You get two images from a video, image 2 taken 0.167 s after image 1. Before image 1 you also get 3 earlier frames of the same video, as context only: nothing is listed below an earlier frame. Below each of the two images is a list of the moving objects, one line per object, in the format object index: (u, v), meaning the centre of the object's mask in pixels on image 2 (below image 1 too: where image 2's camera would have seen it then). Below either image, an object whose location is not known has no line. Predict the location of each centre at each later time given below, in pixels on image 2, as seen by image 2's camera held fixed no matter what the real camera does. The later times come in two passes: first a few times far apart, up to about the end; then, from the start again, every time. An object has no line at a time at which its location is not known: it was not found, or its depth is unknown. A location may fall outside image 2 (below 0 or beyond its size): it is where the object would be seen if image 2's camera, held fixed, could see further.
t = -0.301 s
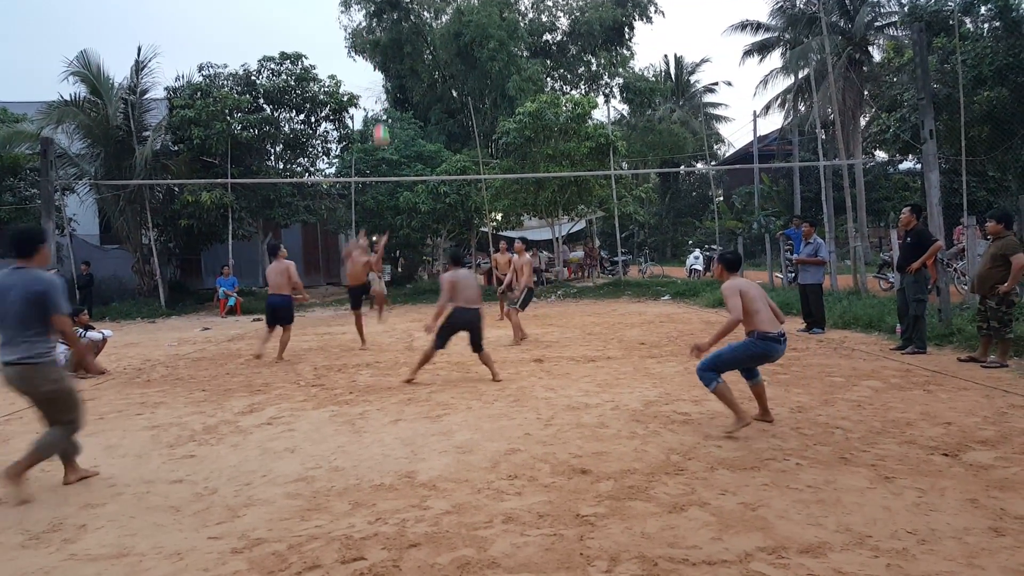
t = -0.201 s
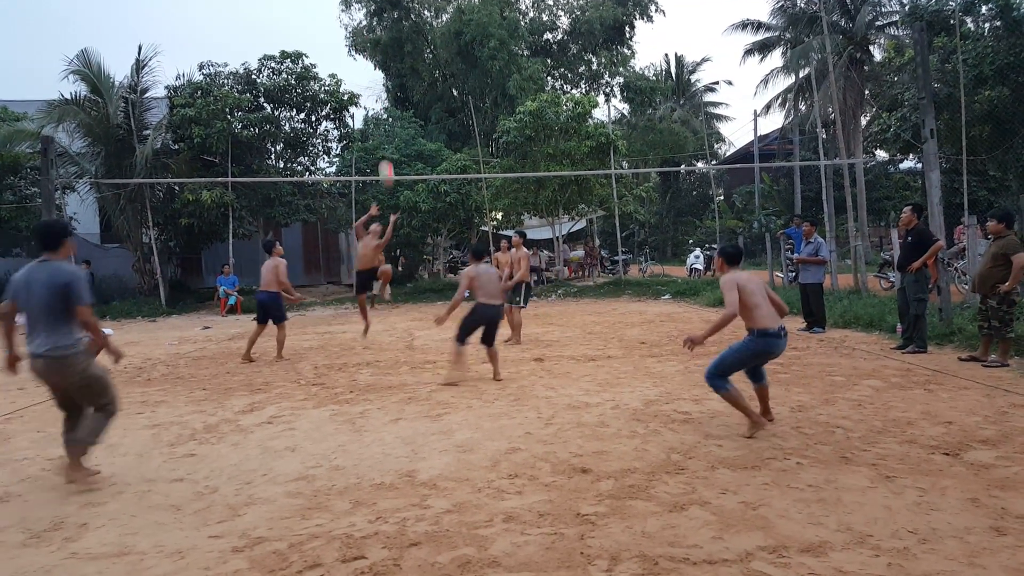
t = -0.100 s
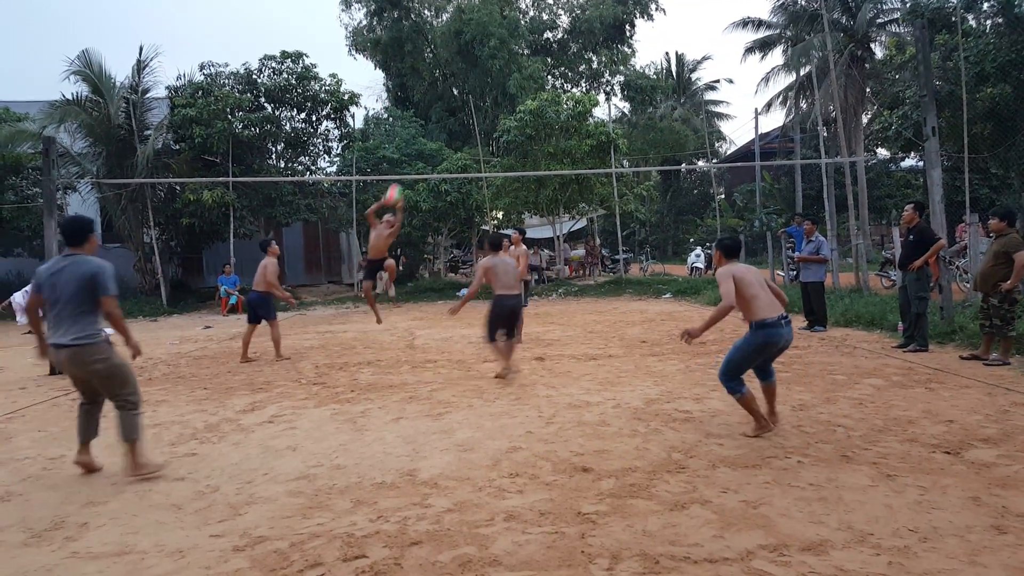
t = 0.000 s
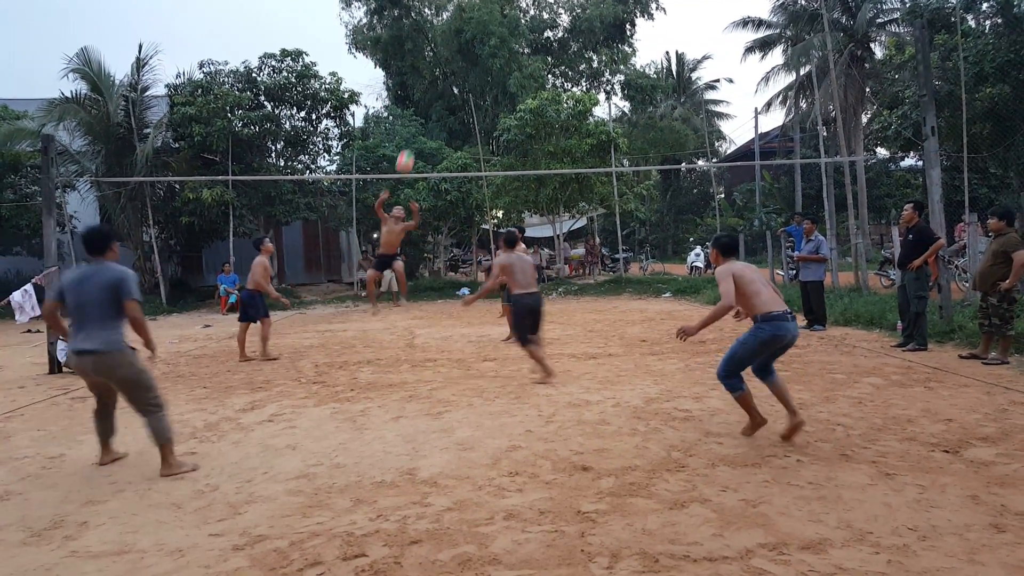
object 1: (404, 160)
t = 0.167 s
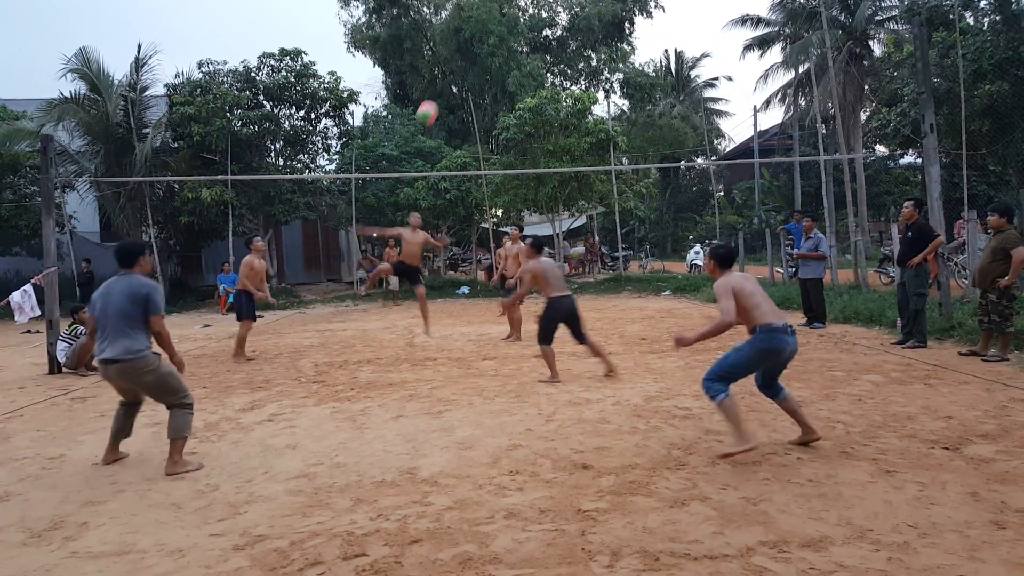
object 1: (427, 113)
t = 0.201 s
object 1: (433, 105)
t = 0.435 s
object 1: (487, 67)
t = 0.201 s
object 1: (433, 105)
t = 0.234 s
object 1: (439, 98)
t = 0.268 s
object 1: (446, 91)
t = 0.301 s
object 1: (453, 84)
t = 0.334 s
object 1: (460, 79)
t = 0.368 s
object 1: (469, 74)
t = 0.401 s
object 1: (477, 70)
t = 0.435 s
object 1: (487, 67)
